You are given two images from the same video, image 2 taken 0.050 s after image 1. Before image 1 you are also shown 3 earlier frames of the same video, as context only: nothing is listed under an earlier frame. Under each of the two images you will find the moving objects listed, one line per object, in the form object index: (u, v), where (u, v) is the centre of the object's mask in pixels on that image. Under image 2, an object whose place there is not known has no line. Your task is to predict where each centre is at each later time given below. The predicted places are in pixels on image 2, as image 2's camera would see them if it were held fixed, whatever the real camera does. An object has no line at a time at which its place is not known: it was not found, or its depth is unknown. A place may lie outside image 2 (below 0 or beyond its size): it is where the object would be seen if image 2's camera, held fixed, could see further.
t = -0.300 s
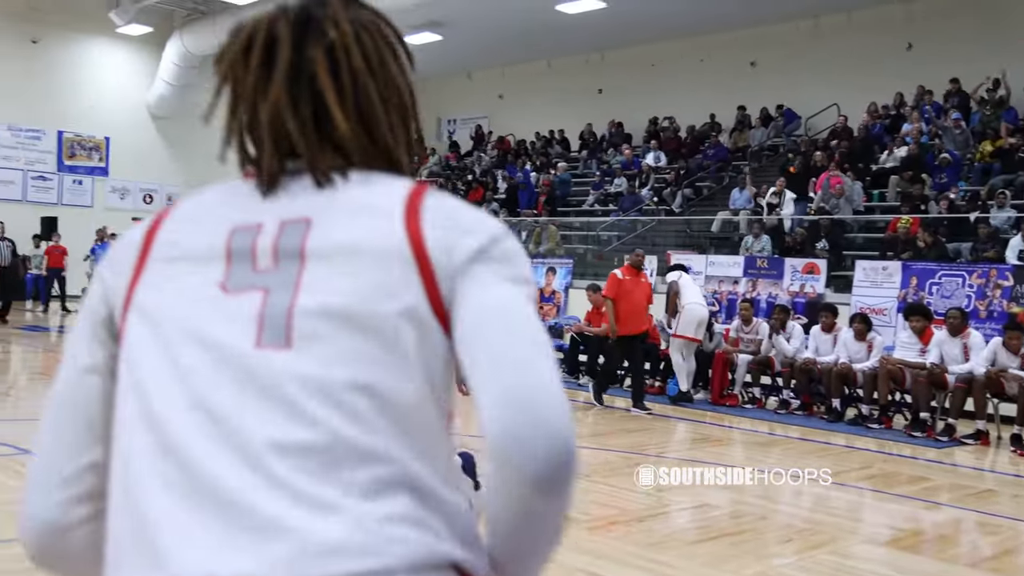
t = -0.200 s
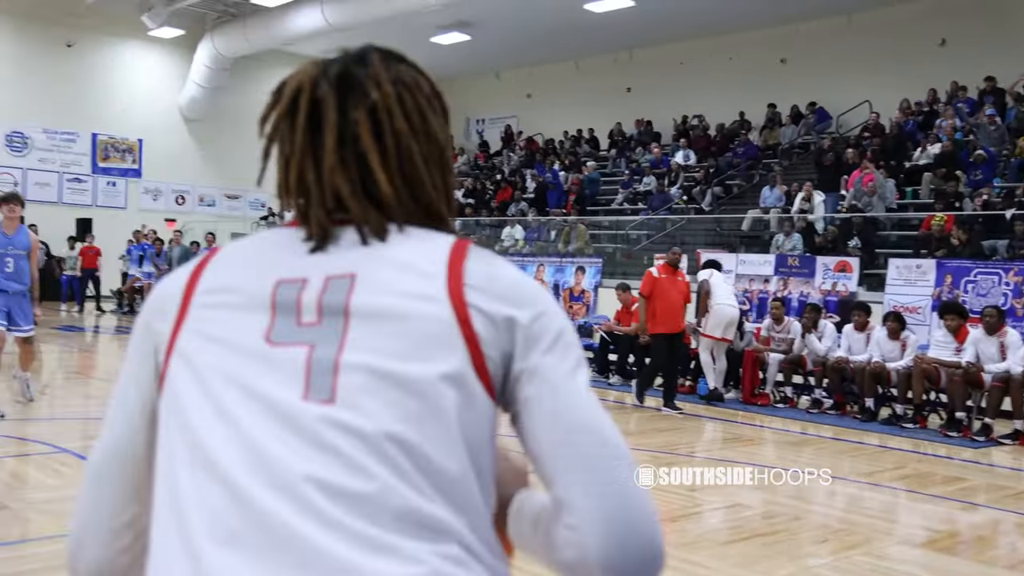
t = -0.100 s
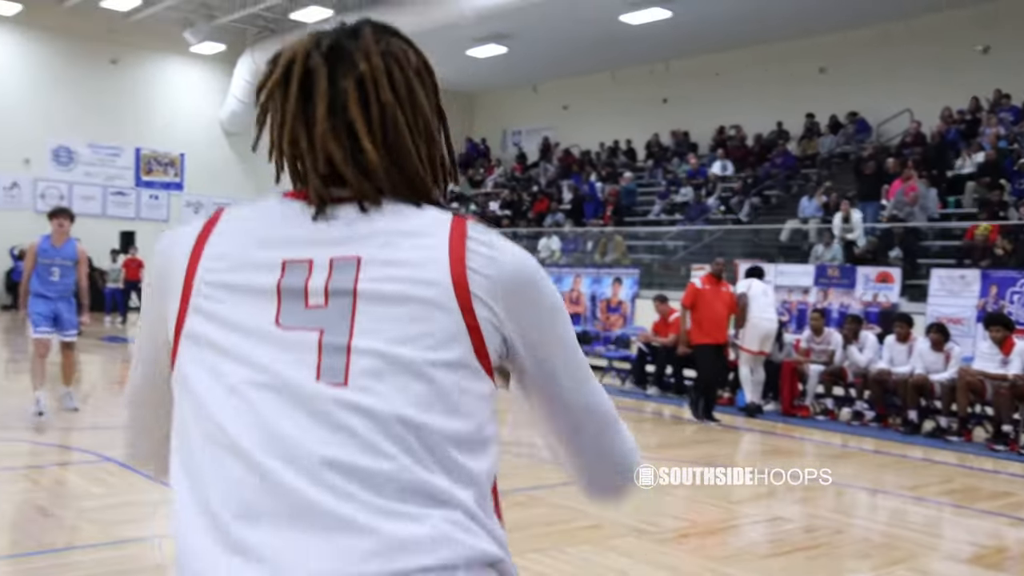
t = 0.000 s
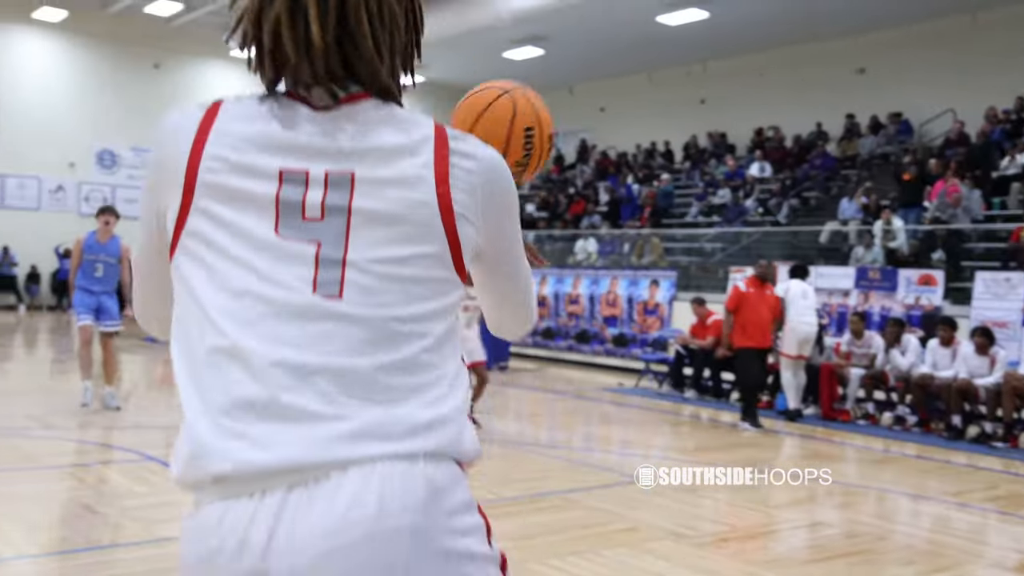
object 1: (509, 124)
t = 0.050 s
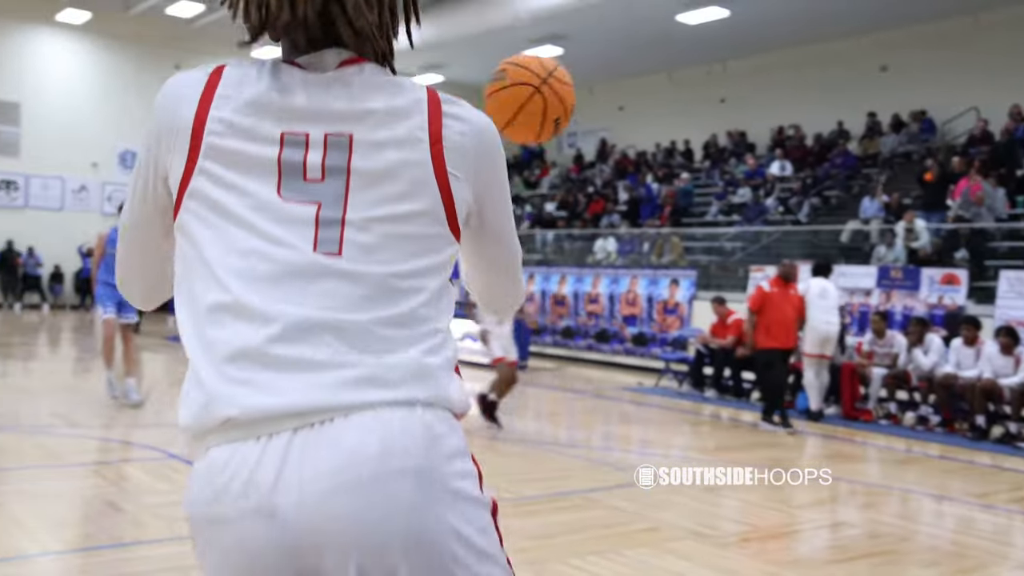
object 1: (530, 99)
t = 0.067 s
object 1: (531, 91)
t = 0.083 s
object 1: (531, 85)
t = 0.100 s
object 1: (534, 80)
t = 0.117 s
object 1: (534, 77)
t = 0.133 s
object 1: (535, 75)
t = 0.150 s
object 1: (535, 73)
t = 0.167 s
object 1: (537, 72)
